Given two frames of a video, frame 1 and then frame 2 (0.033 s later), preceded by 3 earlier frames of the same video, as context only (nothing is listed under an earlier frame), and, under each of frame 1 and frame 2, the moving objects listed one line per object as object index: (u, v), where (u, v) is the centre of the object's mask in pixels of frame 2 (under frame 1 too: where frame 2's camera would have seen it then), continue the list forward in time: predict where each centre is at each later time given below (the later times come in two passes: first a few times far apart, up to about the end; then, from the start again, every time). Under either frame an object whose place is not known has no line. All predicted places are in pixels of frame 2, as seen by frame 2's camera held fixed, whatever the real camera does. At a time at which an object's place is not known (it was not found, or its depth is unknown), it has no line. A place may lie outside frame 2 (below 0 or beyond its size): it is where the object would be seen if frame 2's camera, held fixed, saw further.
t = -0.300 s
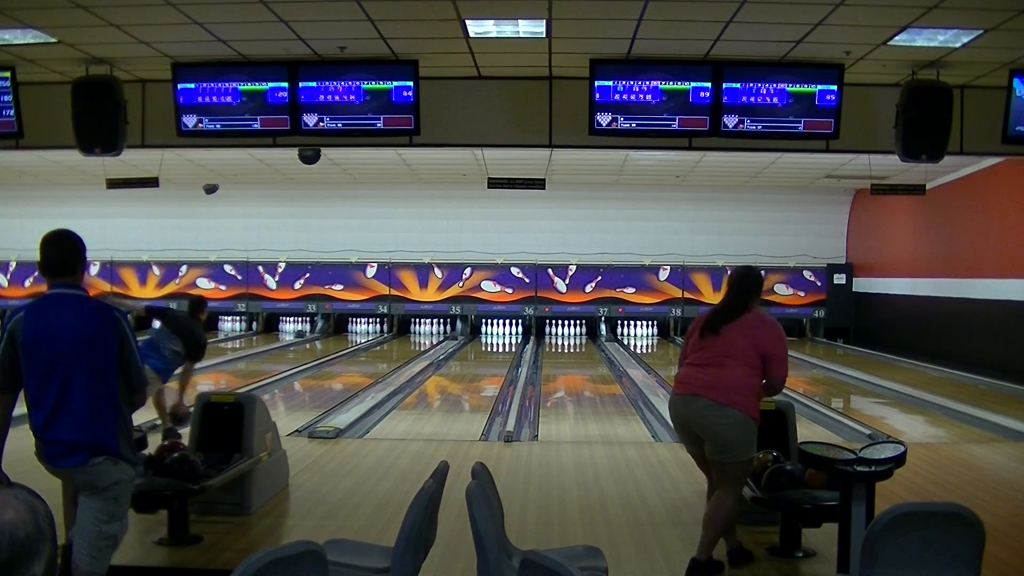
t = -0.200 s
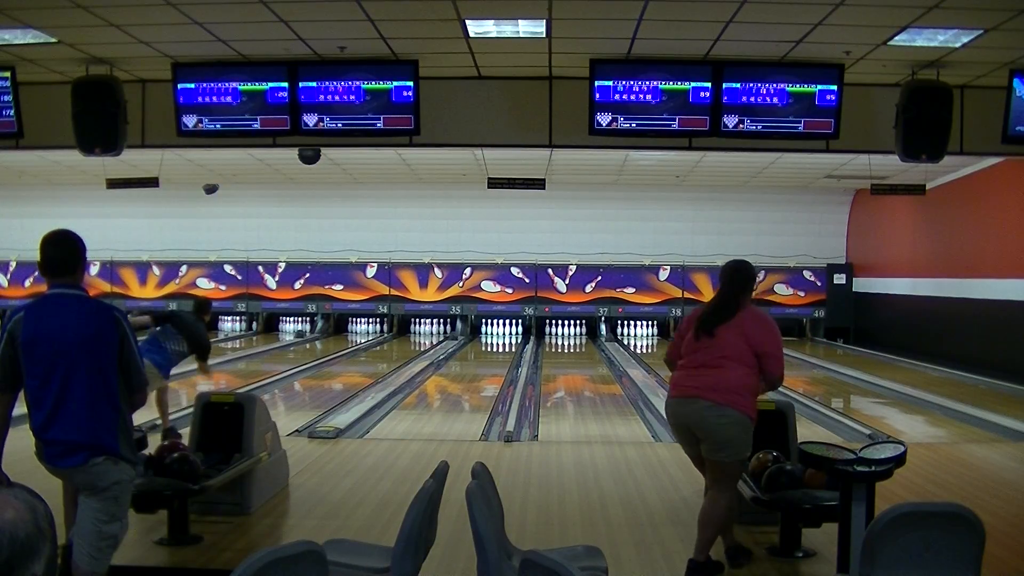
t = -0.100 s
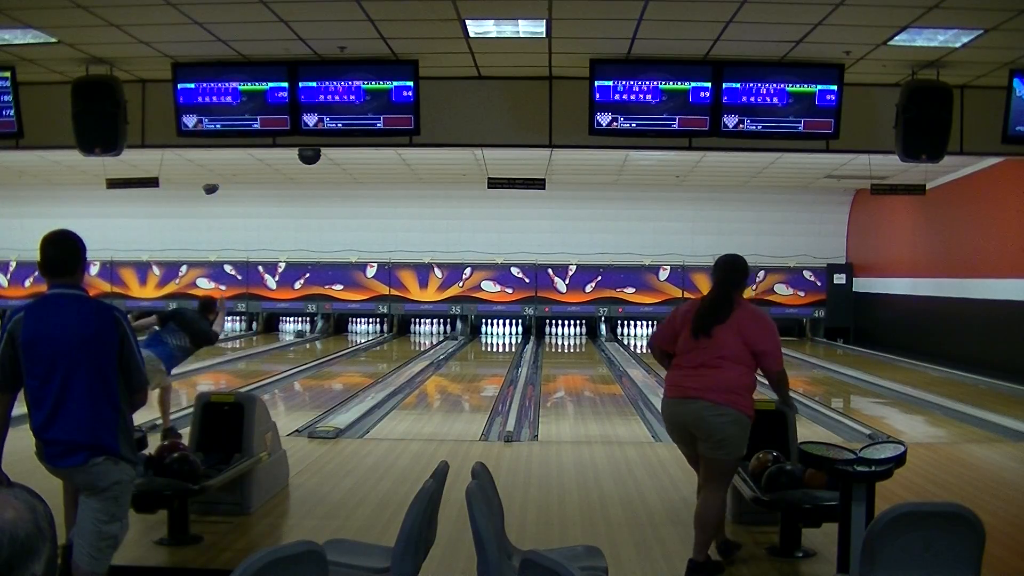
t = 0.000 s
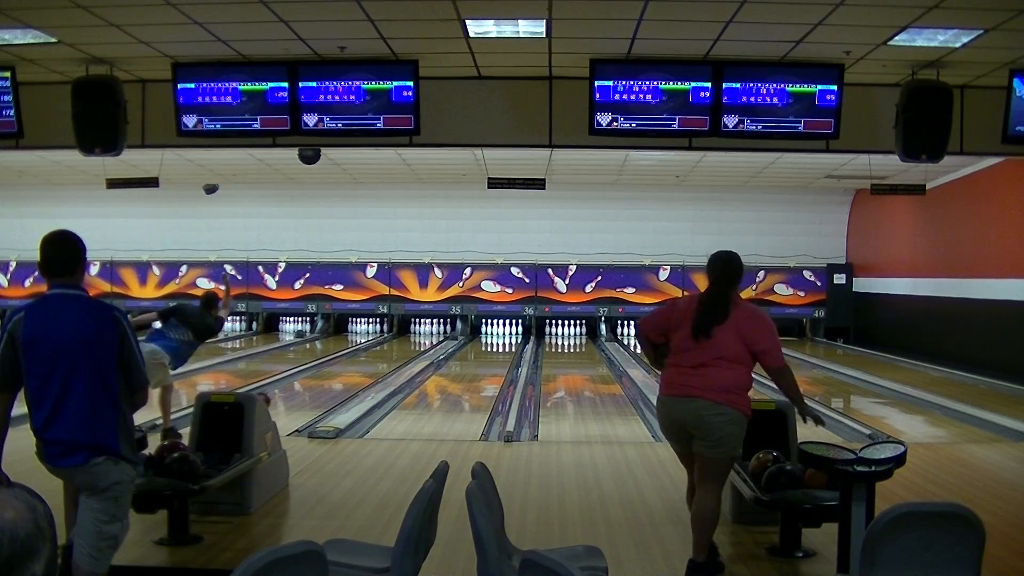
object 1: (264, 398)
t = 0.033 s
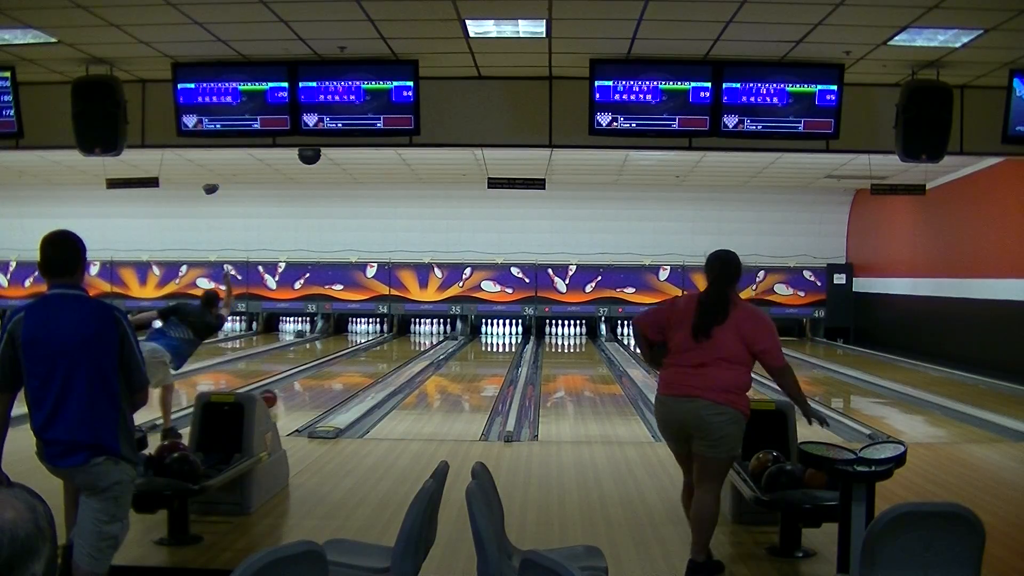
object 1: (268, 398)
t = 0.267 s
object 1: (308, 383)
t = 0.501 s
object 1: (340, 371)
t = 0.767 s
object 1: (369, 360)
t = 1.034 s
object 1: (390, 352)
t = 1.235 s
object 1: (403, 347)
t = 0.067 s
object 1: (273, 396)
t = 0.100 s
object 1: (279, 394)
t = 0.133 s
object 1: (286, 392)
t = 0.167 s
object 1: (291, 390)
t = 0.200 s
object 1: (296, 387)
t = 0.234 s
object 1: (302, 385)
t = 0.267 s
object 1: (308, 383)
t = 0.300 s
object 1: (313, 382)
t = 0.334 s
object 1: (318, 380)
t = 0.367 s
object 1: (323, 378)
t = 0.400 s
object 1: (327, 376)
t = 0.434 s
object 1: (332, 374)
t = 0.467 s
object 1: (336, 372)
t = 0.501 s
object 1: (340, 371)
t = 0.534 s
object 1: (344, 369)
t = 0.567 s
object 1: (348, 368)
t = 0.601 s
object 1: (352, 367)
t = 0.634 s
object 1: (355, 365)
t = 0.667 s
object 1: (359, 364)
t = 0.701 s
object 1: (362, 363)
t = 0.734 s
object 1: (366, 361)
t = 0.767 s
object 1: (369, 360)
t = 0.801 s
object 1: (372, 359)
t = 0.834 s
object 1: (374, 358)
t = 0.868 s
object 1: (377, 357)
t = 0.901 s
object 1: (380, 356)
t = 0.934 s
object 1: (383, 355)
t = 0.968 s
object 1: (386, 354)
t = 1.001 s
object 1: (388, 353)
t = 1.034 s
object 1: (390, 352)
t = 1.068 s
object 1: (393, 351)
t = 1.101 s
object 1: (395, 350)
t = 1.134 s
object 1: (397, 350)
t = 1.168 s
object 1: (399, 349)
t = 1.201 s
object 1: (401, 348)
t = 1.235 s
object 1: (403, 347)
